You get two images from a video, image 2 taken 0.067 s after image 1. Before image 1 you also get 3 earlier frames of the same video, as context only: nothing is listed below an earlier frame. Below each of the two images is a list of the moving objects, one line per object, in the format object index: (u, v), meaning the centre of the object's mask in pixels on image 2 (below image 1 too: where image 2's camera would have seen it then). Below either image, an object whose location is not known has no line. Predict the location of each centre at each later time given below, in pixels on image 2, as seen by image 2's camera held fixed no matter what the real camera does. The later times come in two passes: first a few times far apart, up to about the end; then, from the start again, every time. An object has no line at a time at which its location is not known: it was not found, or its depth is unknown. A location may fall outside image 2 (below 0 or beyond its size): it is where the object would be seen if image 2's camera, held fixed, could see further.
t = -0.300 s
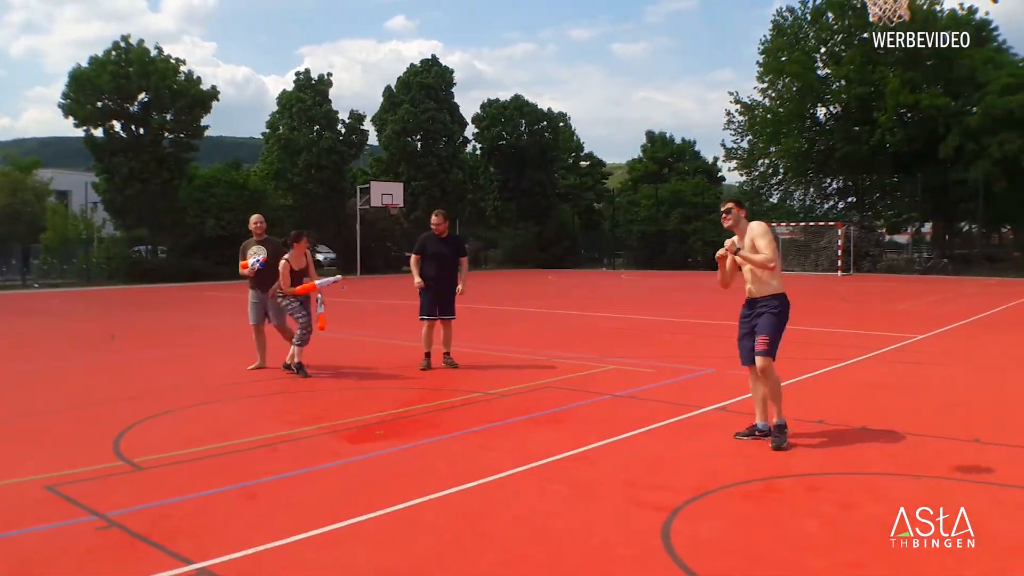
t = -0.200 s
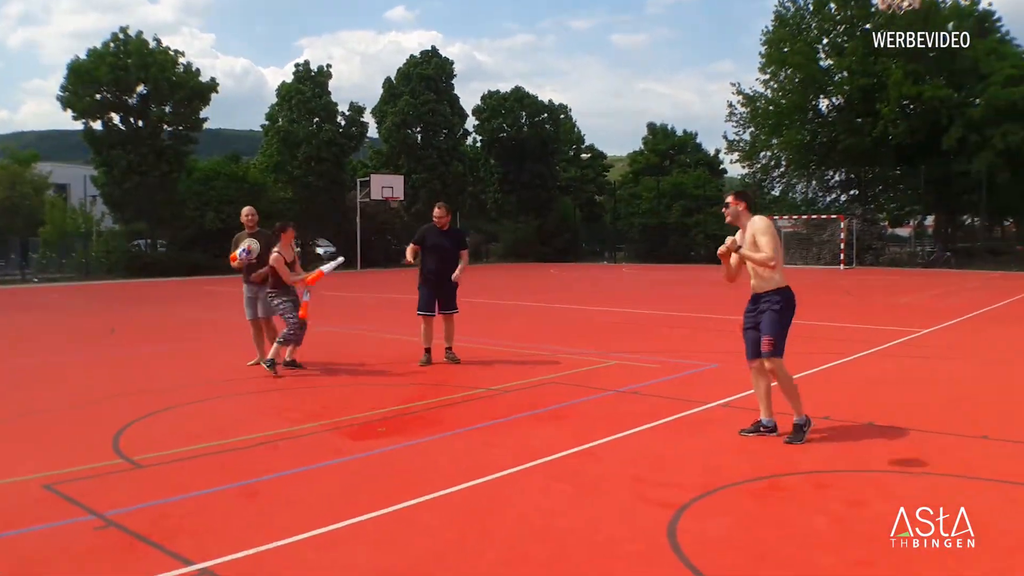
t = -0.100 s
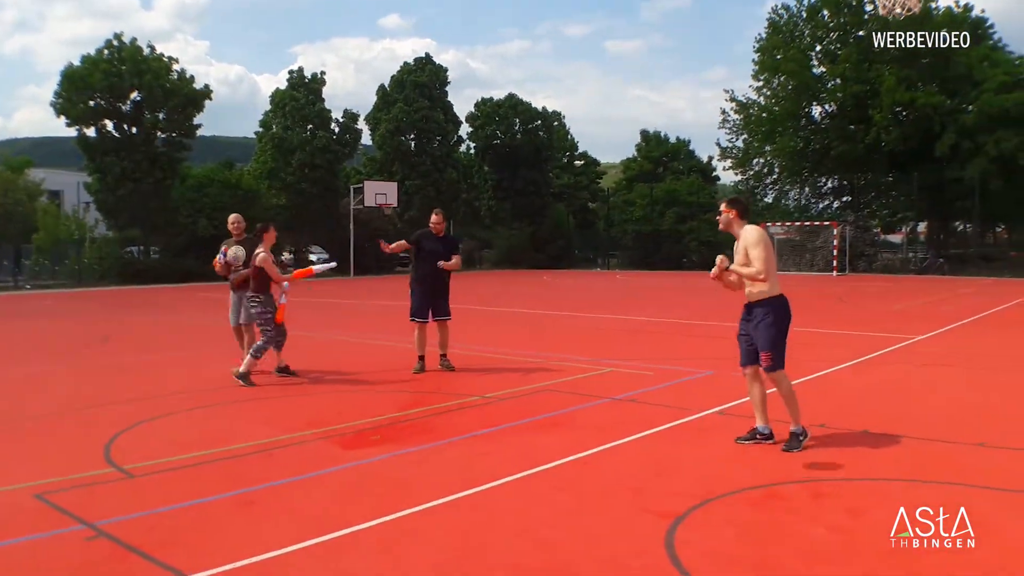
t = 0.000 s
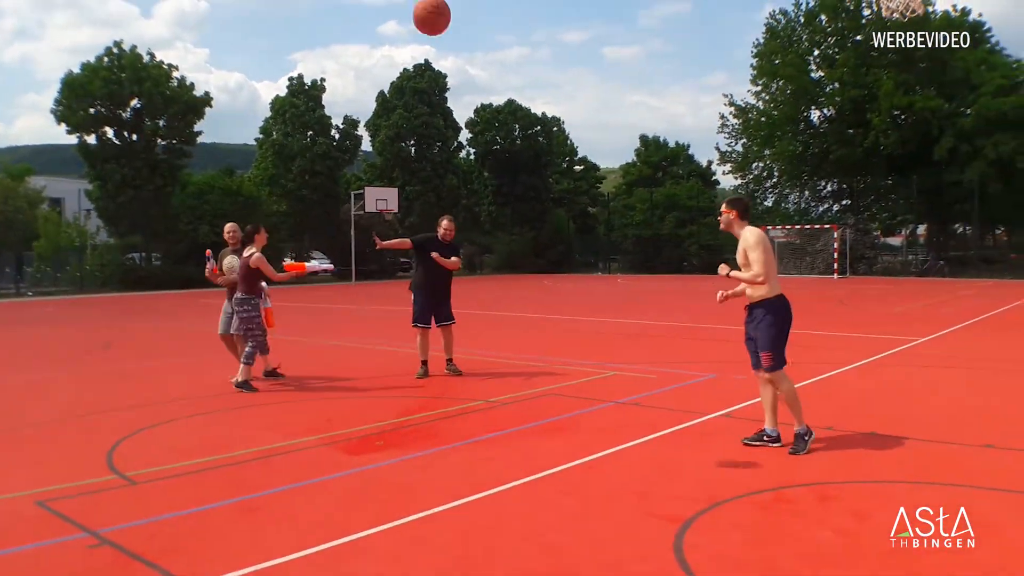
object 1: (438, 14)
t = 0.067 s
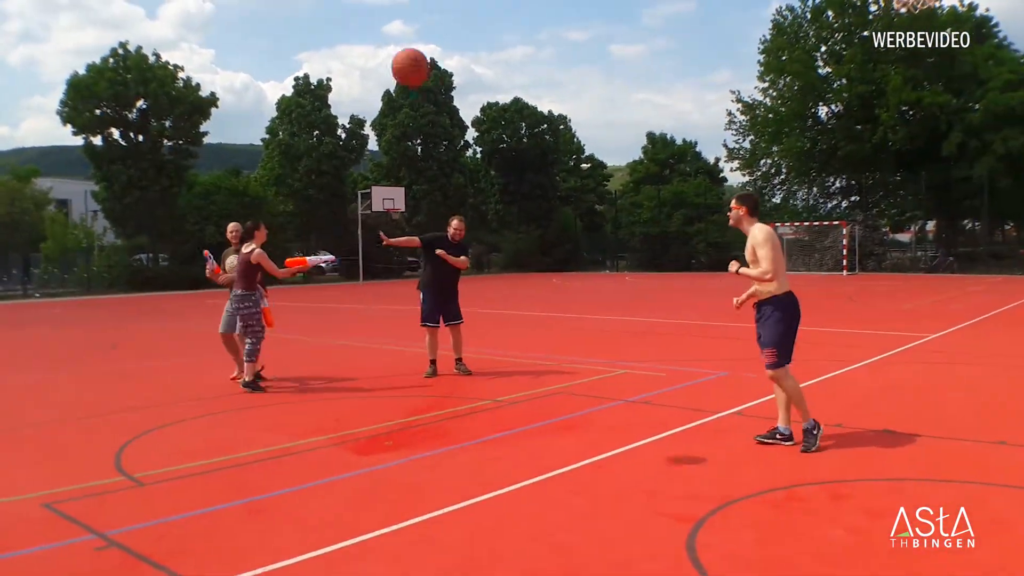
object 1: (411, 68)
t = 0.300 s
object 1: (326, 294)
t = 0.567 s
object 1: (255, 323)
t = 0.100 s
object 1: (398, 96)
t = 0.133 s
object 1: (385, 126)
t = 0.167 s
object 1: (373, 157)
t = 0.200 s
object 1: (360, 189)
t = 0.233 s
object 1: (348, 223)
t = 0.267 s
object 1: (336, 258)
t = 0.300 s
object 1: (326, 294)
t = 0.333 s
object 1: (315, 330)
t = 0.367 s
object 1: (305, 368)
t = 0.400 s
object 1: (295, 404)
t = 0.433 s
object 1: (286, 430)
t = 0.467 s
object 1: (277, 400)
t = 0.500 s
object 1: (269, 374)
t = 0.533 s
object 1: (262, 347)
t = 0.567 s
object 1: (255, 323)
